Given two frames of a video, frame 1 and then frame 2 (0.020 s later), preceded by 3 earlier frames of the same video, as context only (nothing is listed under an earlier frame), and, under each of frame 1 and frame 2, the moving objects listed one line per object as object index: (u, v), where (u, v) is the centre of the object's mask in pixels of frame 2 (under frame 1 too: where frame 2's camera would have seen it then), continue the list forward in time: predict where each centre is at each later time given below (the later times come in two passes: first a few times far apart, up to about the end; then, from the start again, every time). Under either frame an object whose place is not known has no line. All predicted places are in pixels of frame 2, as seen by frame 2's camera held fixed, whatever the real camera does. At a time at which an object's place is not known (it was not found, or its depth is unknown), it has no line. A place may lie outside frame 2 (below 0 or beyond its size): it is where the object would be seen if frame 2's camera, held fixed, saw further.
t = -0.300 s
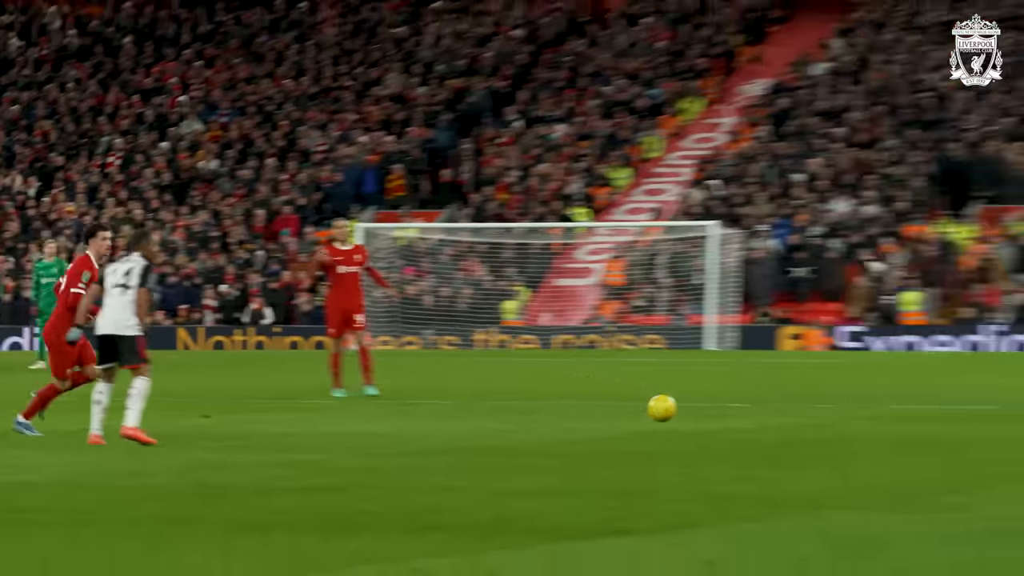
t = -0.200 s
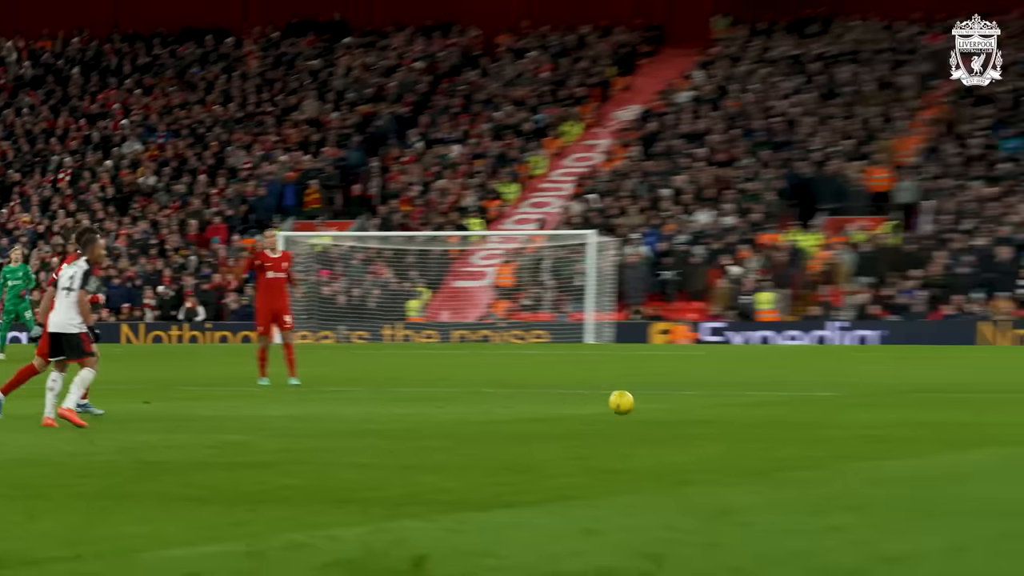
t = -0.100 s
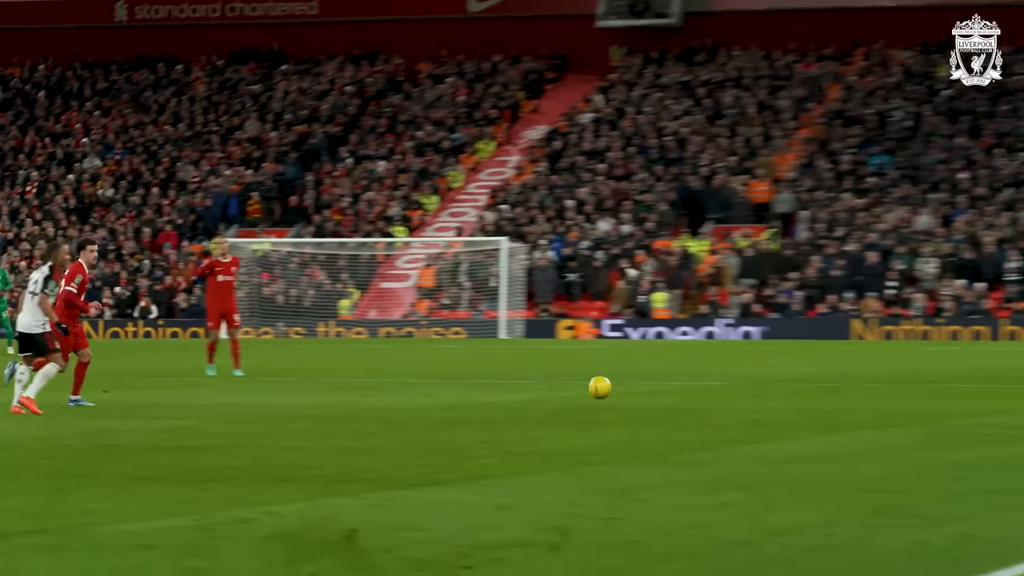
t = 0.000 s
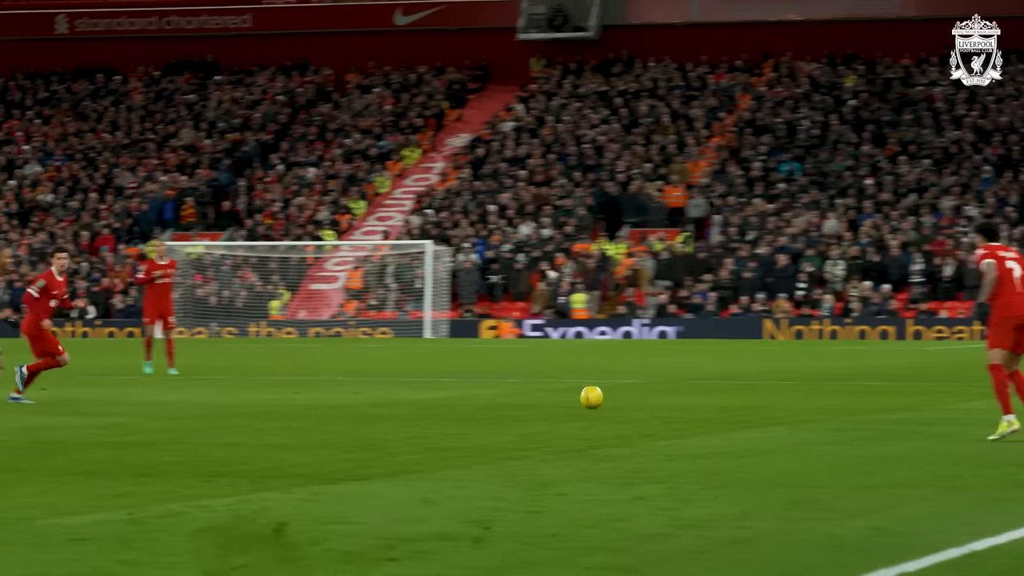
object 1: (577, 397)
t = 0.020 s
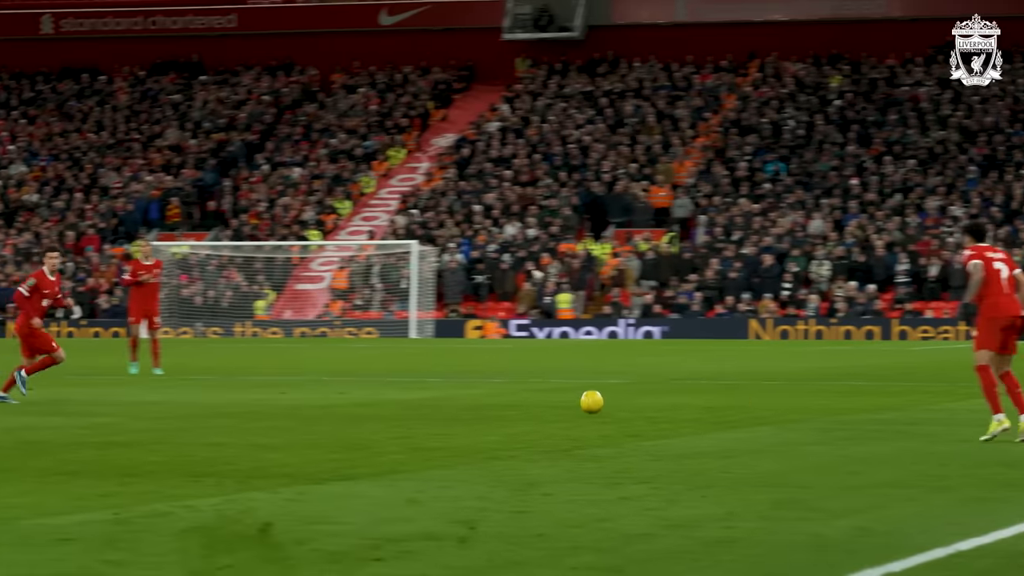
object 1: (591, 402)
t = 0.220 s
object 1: (739, 401)
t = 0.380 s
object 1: (872, 425)
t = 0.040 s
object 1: (606, 407)
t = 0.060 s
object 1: (621, 408)
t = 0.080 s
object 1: (635, 405)
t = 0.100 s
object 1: (649, 403)
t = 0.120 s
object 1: (664, 401)
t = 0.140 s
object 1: (678, 400)
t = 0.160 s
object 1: (693, 399)
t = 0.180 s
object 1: (708, 399)
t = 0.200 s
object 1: (724, 399)
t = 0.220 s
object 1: (739, 401)
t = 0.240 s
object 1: (755, 403)
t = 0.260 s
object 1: (771, 406)
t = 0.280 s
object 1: (788, 409)
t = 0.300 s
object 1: (805, 414)
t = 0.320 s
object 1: (821, 419)
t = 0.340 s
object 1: (839, 425)
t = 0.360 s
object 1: (855, 427)
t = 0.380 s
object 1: (872, 425)
